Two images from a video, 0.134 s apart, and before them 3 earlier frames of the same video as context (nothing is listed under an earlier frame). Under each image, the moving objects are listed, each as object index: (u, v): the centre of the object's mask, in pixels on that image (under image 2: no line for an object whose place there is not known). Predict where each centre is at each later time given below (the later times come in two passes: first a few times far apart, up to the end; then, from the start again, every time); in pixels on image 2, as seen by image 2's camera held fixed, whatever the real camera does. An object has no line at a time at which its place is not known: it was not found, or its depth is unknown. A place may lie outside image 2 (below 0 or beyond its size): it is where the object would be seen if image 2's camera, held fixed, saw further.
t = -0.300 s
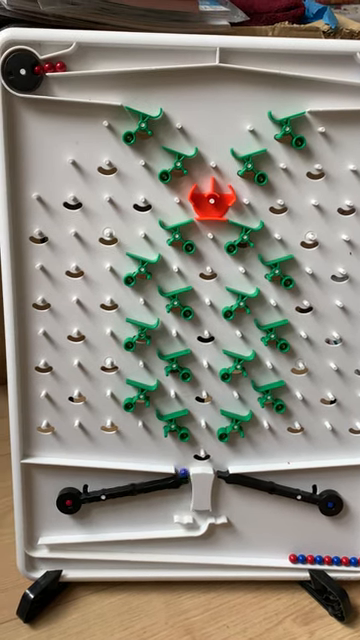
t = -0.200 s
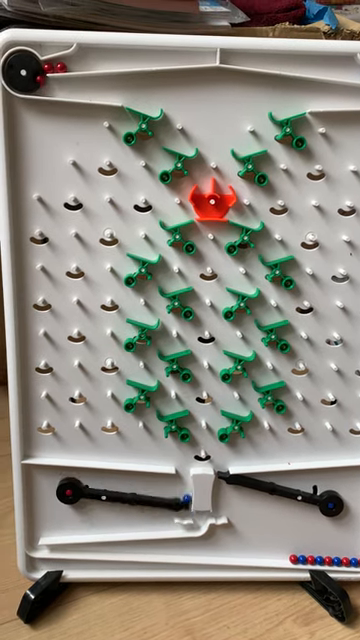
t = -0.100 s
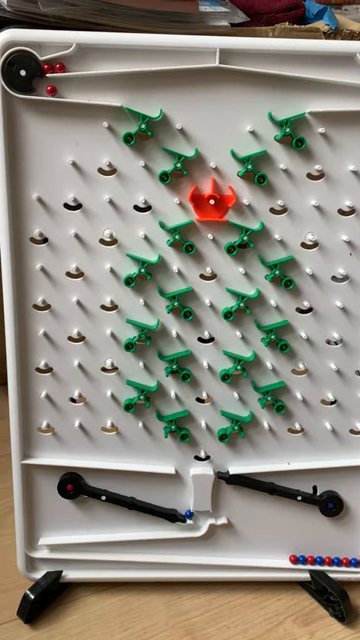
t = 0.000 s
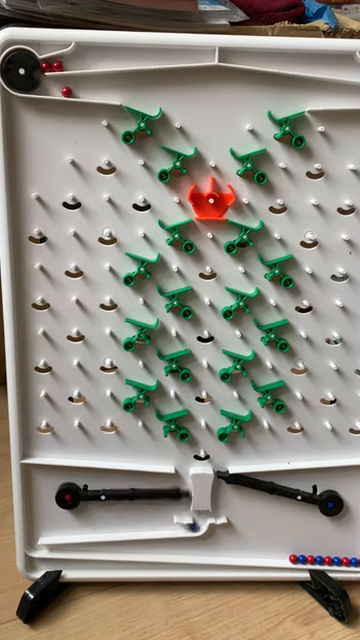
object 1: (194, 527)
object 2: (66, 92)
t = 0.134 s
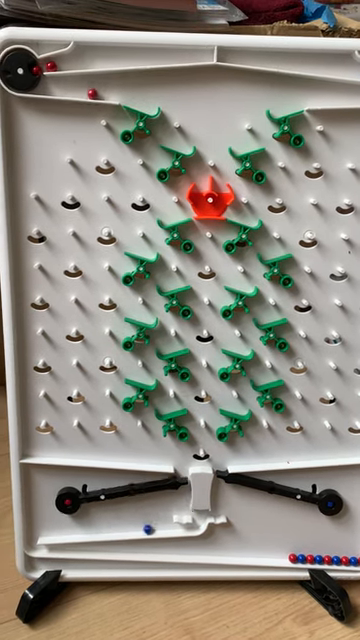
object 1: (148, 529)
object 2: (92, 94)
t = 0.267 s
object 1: (114, 531)
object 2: (125, 99)
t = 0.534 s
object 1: (39, 535)
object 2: (176, 144)
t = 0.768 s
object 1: (94, 550)
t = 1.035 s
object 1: (158, 553)
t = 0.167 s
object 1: (139, 530)
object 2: (100, 94)
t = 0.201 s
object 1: (131, 530)
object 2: (108, 95)
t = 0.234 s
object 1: (123, 531)
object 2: (116, 96)
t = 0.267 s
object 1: (114, 531)
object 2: (125, 99)
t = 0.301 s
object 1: (106, 532)
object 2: (137, 104)
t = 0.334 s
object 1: (97, 532)
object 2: (152, 109)
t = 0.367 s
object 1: (87, 533)
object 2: (161, 111)
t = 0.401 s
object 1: (79, 533)
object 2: (167, 121)
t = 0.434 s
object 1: (69, 534)
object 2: (161, 131)
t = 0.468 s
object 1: (59, 534)
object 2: (161, 137)
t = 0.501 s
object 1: (50, 535)
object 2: (165, 140)
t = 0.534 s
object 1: (39, 535)
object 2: (176, 144)
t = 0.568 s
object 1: (31, 540)
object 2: (188, 148)
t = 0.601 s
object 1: (40, 548)
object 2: (193, 151)
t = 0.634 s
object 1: (52, 548)
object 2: (193, 161)
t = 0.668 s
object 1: (64, 549)
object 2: (192, 173)
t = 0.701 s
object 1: (75, 549)
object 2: (198, 177)
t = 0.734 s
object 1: (85, 550)
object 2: (202, 184)
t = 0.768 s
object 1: (94, 550)
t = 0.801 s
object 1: (103, 551)
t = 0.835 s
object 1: (111, 551)
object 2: (200, 208)
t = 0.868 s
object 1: (118, 551)
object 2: (210, 210)
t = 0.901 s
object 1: (126, 551)
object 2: (217, 212)
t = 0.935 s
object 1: (133, 552)
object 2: (225, 212)
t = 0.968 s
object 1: (141, 552)
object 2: (231, 214)
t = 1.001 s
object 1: (150, 552)
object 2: (241, 218)
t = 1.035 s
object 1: (158, 553)
